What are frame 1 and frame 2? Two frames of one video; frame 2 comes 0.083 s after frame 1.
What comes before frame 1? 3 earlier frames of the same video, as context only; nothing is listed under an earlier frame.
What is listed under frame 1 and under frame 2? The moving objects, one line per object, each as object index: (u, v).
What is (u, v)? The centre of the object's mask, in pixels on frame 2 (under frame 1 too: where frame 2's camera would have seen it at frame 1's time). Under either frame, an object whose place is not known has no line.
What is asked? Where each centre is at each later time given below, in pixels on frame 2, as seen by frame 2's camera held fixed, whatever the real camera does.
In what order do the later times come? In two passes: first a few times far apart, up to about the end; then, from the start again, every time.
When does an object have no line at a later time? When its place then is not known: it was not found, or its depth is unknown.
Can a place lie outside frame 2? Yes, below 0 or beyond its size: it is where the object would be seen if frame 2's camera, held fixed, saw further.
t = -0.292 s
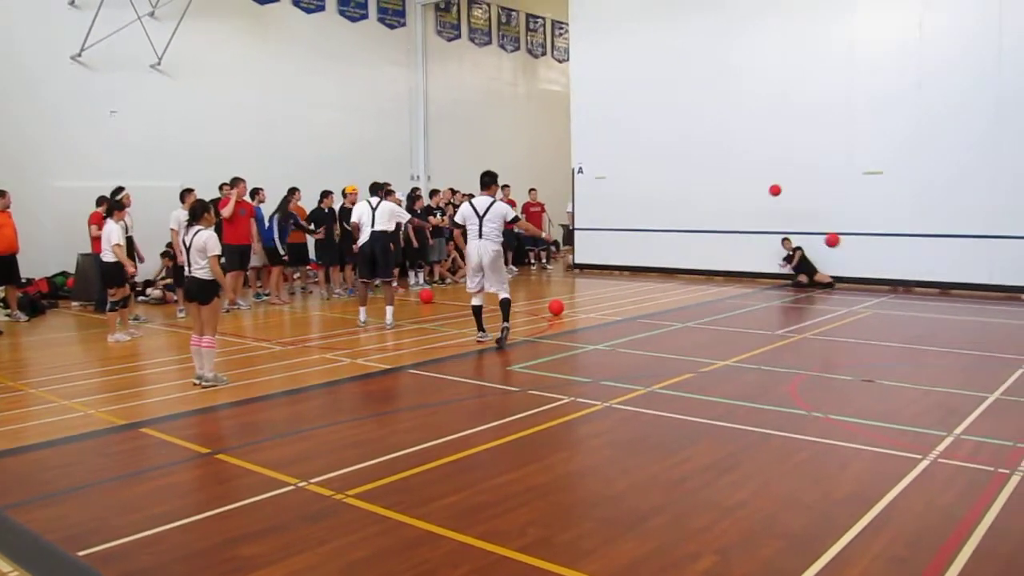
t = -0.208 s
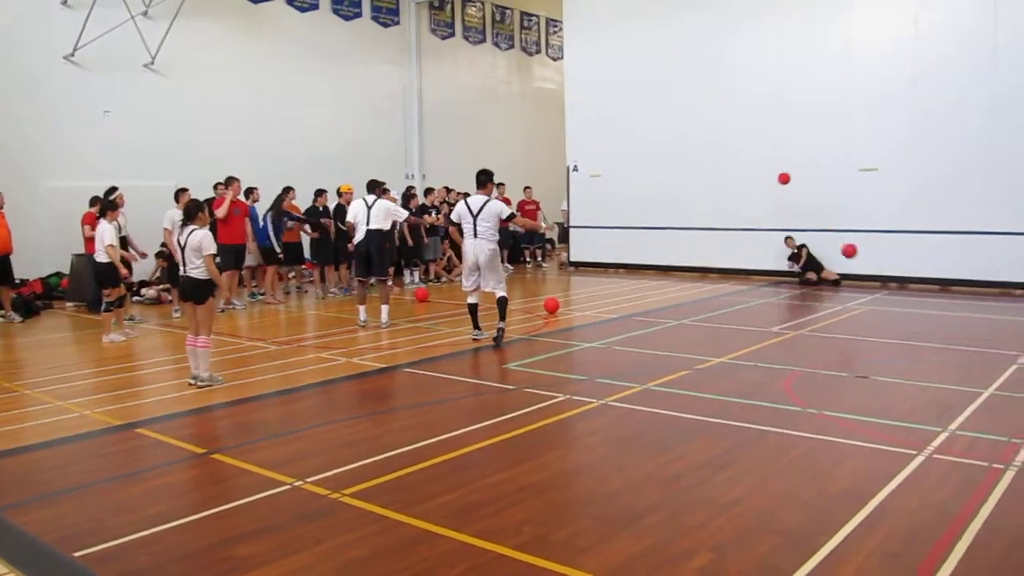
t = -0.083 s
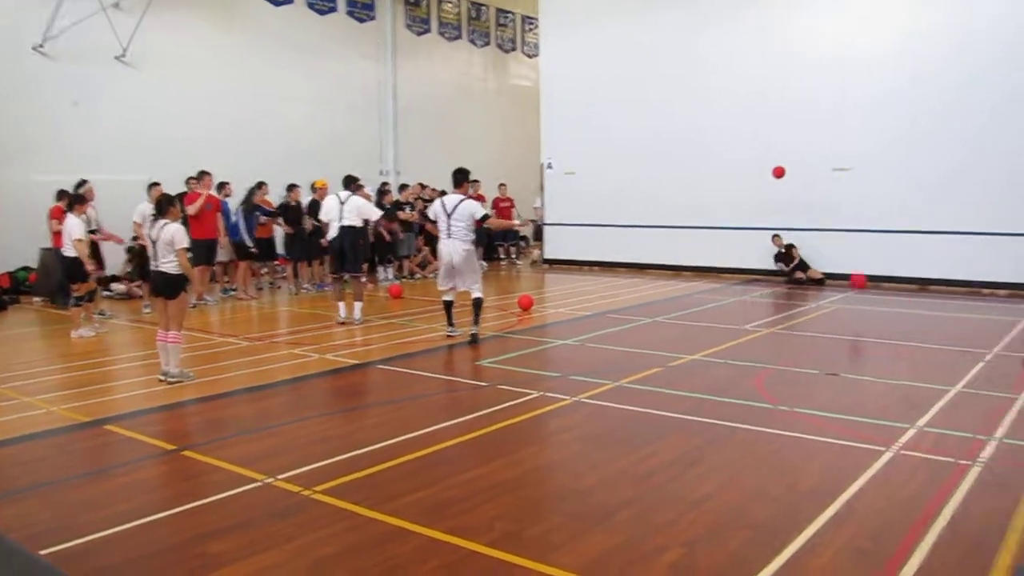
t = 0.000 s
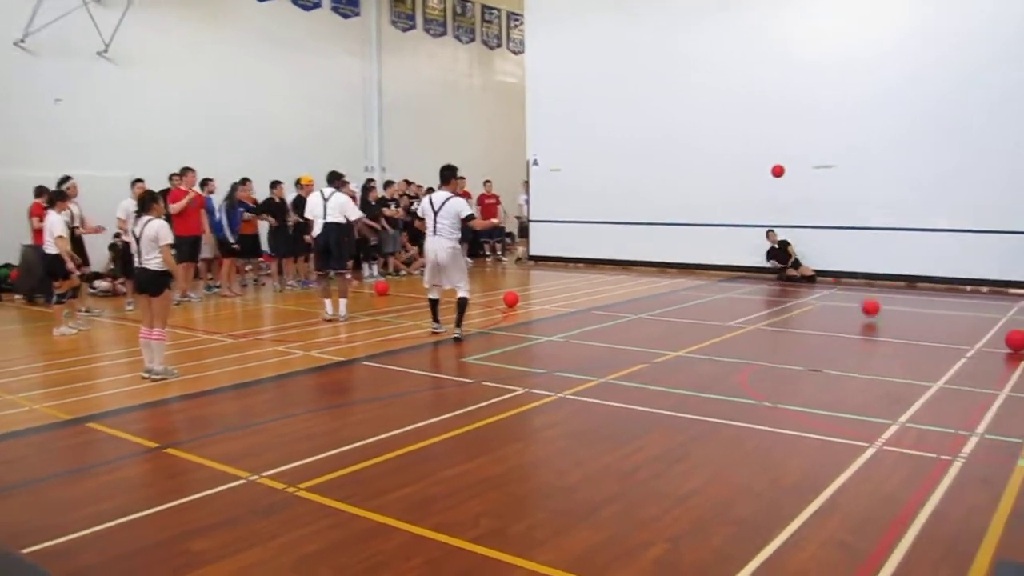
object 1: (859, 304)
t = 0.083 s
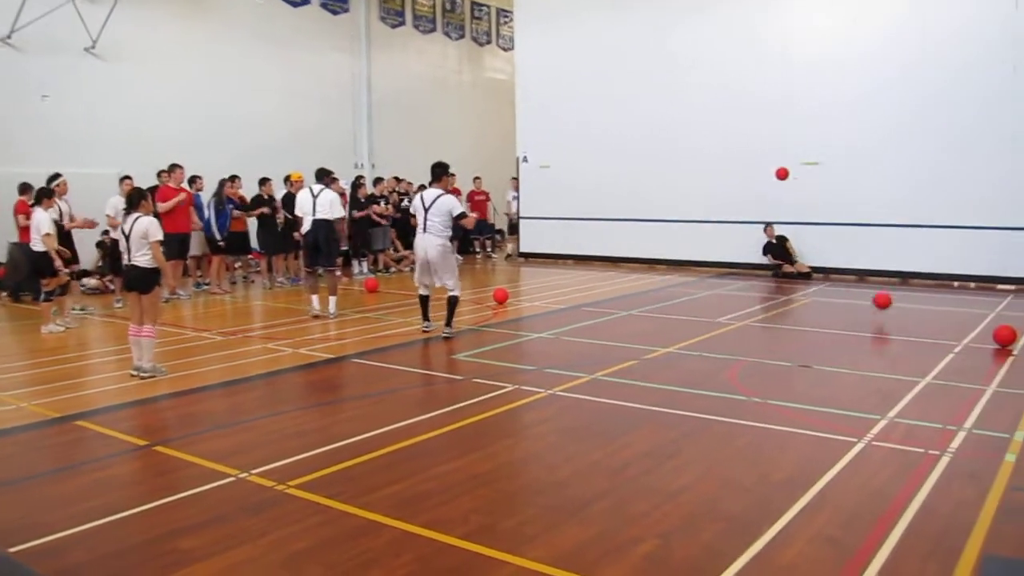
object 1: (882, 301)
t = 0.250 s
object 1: (925, 287)
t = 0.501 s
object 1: (997, 316)
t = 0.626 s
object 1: (1023, 300)
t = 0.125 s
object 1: (893, 294)
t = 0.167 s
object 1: (904, 290)
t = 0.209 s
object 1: (915, 288)
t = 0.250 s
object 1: (925, 287)
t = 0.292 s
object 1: (936, 287)
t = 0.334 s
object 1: (948, 289)
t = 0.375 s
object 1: (961, 293)
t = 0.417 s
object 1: (972, 299)
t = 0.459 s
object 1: (984, 306)
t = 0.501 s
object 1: (997, 316)
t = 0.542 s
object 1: (1007, 316)
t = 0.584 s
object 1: (1015, 308)
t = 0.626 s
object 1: (1023, 300)
